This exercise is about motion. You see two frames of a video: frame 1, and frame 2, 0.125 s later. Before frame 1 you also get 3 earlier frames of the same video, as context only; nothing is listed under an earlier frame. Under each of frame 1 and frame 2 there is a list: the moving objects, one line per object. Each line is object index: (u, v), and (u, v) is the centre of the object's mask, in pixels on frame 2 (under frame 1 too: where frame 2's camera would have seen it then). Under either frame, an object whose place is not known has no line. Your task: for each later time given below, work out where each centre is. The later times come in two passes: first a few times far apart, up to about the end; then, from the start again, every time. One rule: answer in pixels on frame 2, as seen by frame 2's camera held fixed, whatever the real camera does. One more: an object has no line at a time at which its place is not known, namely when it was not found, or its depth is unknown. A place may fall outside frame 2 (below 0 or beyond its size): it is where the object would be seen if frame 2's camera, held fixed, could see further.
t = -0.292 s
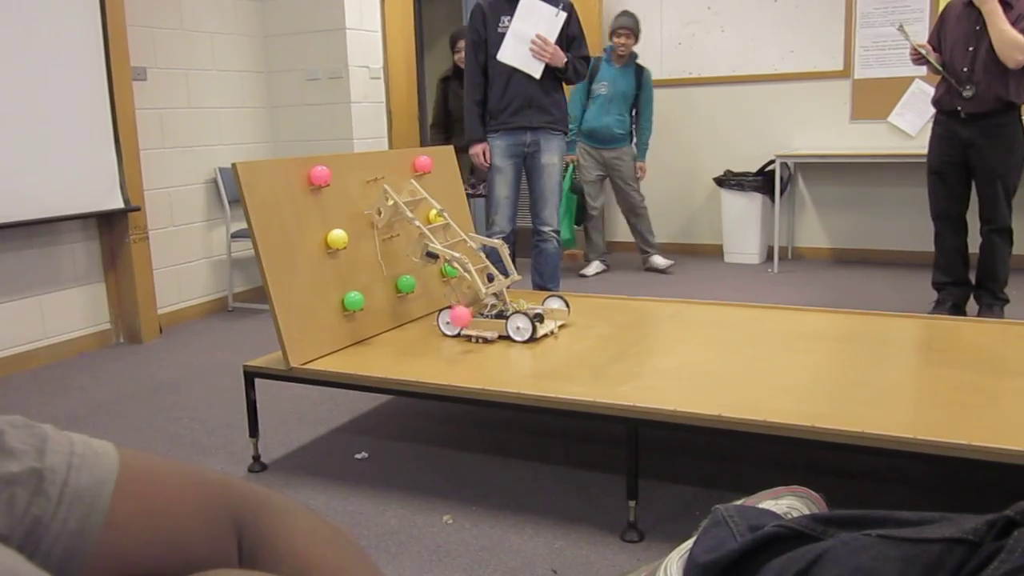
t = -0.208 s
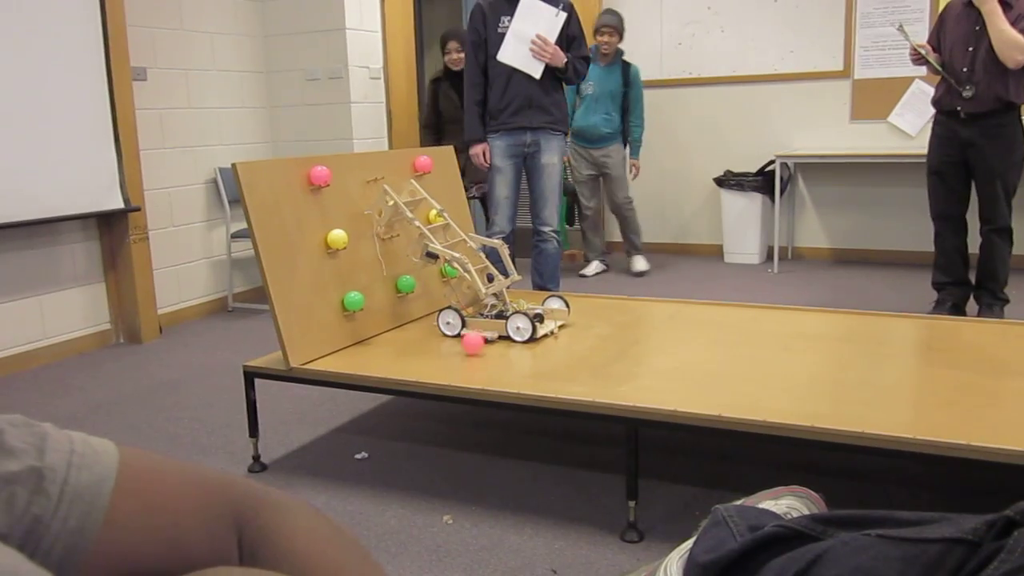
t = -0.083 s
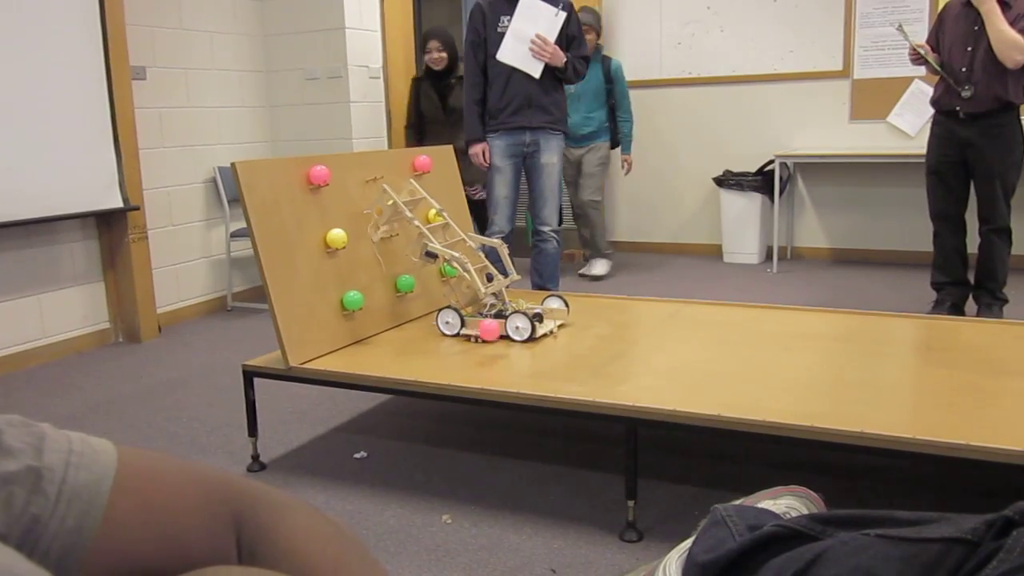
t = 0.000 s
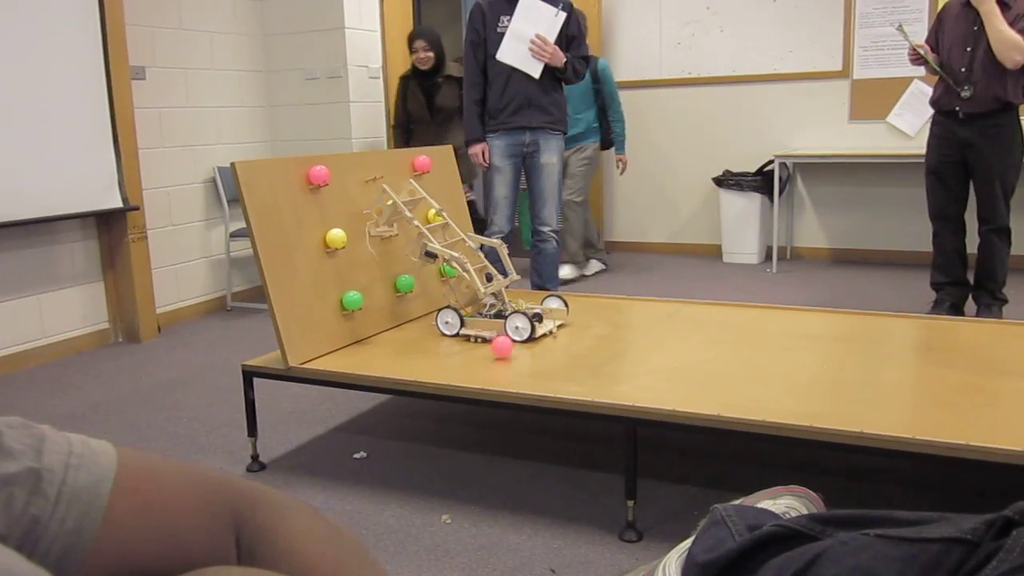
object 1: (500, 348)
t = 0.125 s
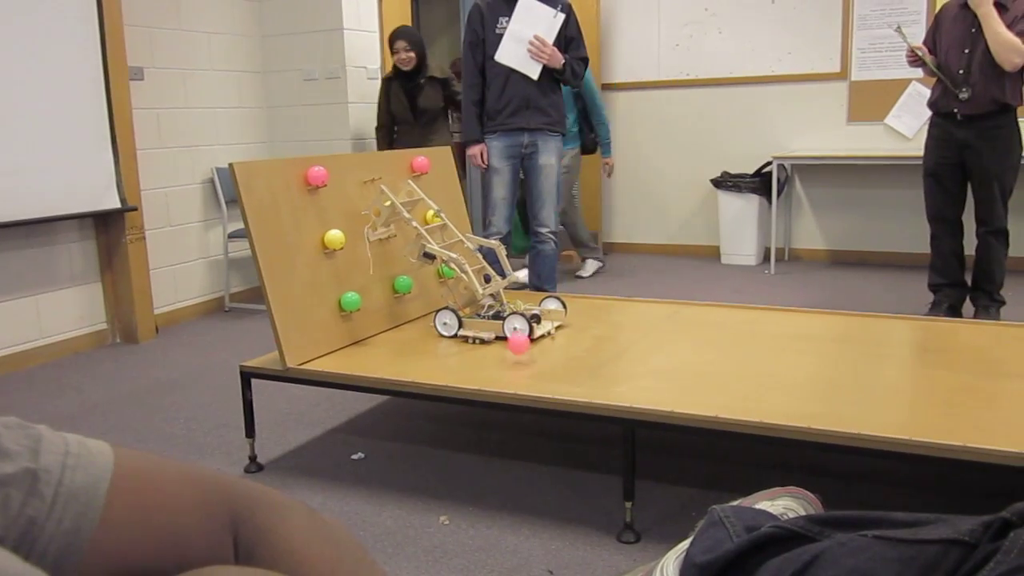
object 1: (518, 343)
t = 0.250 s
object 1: (539, 348)
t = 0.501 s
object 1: (578, 355)
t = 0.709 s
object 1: (613, 360)
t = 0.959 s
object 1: (654, 362)
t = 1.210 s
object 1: (697, 364)
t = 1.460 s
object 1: (734, 365)
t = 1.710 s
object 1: (775, 365)
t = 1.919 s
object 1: (806, 367)
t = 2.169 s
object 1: (844, 368)
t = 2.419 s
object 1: (880, 369)
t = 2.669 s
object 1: (916, 371)
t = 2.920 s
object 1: (953, 374)
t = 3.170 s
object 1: (986, 376)
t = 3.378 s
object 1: (1015, 378)
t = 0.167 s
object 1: (525, 351)
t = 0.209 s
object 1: (532, 347)
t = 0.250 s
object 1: (539, 348)
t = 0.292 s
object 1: (546, 354)
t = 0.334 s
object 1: (552, 350)
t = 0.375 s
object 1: (559, 354)
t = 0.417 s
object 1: (565, 354)
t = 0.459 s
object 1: (571, 355)
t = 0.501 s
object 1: (578, 355)
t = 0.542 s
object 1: (584, 357)
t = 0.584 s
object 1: (591, 357)
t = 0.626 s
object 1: (598, 358)
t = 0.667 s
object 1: (606, 358)
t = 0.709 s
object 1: (613, 360)
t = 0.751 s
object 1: (620, 360)
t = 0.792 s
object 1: (627, 361)
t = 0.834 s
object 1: (634, 361)
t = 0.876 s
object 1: (641, 361)
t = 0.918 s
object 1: (647, 362)
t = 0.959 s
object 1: (654, 362)
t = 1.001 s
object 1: (661, 362)
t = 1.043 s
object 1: (667, 362)
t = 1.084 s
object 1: (676, 363)
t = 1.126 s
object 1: (683, 363)
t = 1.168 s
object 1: (690, 363)
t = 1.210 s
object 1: (697, 364)
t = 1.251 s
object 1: (704, 364)
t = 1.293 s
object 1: (710, 364)
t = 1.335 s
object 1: (716, 364)
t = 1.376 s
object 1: (721, 364)
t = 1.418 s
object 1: (727, 365)
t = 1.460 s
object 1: (734, 365)
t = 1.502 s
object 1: (741, 365)
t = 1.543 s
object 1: (748, 365)
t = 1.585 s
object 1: (755, 365)
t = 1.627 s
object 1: (762, 365)
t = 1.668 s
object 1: (769, 365)
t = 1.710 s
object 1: (775, 365)
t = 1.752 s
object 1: (782, 366)
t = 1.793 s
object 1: (787, 366)
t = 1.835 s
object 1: (794, 366)
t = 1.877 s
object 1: (800, 366)
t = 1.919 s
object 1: (806, 367)
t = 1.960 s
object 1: (812, 367)
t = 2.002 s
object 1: (818, 367)
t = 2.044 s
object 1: (825, 367)
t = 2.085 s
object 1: (831, 367)
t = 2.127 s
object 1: (838, 368)
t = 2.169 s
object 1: (844, 368)
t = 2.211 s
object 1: (851, 368)
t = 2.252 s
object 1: (858, 368)
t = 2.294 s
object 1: (864, 368)
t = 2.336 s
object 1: (869, 369)
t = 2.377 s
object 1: (875, 369)
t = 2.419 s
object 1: (880, 369)
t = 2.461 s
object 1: (886, 370)
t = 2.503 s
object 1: (891, 370)
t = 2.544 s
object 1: (897, 370)
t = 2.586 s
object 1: (903, 371)
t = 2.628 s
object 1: (910, 371)
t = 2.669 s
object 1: (916, 371)
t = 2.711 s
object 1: (922, 371)
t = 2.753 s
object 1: (929, 372)
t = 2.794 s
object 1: (935, 372)
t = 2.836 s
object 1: (941, 372)
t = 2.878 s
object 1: (947, 373)
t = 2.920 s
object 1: (953, 374)
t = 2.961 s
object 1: (959, 374)
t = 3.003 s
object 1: (965, 374)
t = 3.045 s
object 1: (970, 375)
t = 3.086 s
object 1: (976, 375)
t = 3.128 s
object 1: (981, 375)
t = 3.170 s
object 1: (986, 376)
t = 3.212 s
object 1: (992, 376)
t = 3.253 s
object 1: (997, 377)
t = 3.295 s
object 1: (1002, 377)
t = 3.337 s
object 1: (1009, 378)
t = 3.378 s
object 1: (1015, 378)
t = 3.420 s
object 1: (1022, 379)
